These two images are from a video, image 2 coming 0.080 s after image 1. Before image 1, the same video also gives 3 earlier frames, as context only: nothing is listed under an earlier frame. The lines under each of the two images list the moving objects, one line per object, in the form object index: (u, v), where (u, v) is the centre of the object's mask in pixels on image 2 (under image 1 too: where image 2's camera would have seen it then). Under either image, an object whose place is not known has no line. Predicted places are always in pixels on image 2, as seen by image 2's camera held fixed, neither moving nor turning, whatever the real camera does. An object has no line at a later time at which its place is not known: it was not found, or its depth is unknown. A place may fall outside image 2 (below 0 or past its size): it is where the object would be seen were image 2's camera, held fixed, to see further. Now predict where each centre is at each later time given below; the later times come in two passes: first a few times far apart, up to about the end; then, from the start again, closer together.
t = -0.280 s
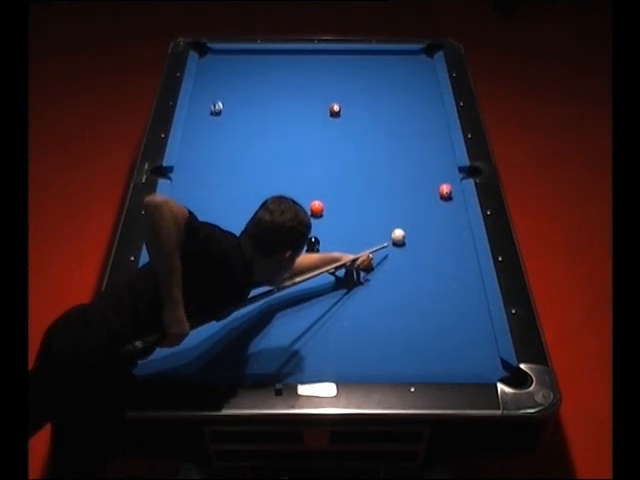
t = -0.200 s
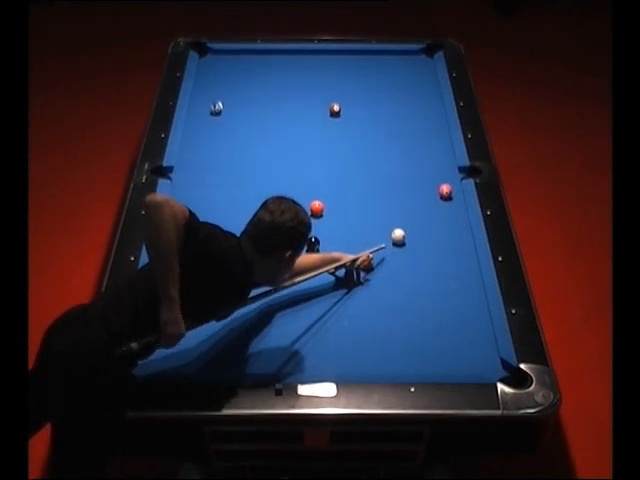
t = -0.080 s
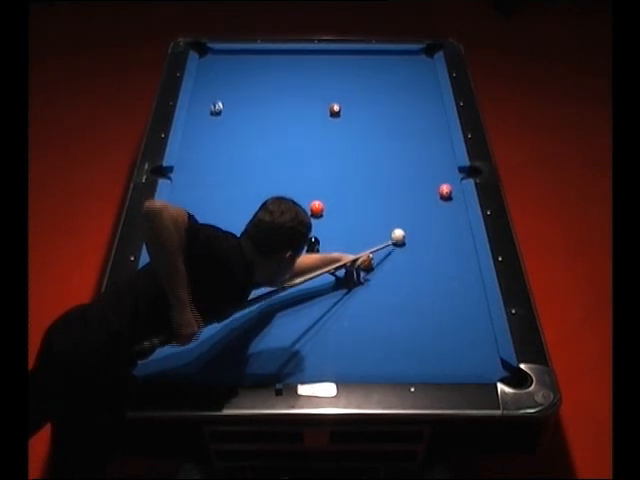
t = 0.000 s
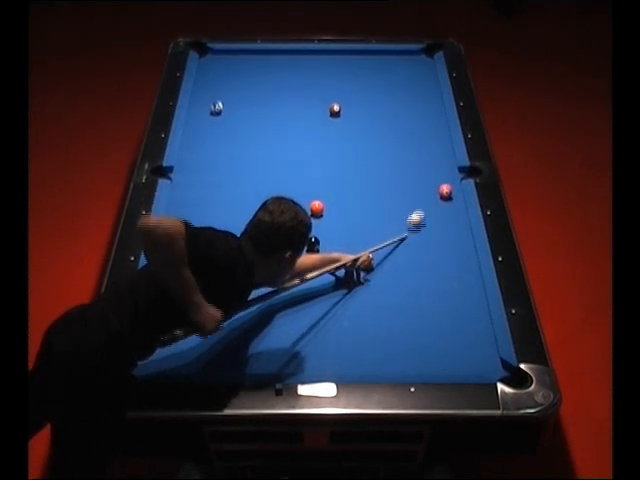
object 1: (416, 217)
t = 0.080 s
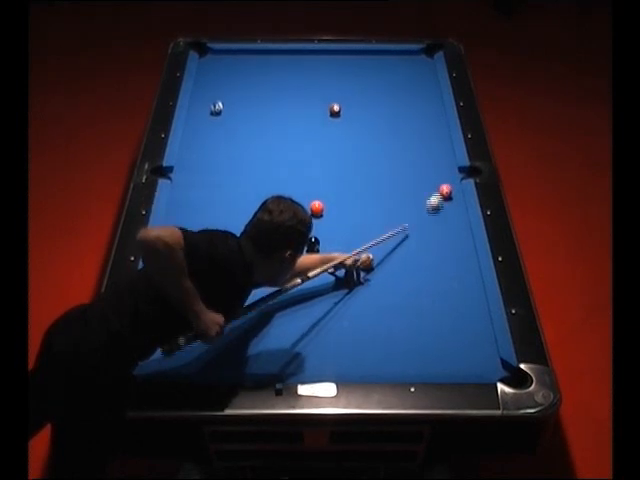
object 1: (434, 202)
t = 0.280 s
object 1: (446, 200)
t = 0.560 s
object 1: (453, 204)
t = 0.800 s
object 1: (459, 207)
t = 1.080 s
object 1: (458, 211)
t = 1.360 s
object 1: (456, 214)
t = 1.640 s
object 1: (455, 216)
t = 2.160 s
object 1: (453, 217)
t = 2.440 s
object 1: (451, 218)
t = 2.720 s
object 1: (452, 218)
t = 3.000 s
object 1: (452, 218)
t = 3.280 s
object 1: (452, 218)
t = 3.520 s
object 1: (451, 216)
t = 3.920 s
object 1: (449, 218)
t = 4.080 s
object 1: (451, 217)
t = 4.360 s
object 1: (451, 218)
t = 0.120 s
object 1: (440, 196)
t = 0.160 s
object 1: (442, 197)
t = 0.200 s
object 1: (443, 198)
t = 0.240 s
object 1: (445, 199)
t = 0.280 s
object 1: (446, 200)
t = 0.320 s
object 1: (447, 200)
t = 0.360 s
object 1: (448, 201)
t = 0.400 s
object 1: (449, 202)
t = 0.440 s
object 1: (450, 202)
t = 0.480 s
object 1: (451, 203)
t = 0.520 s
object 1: (452, 203)
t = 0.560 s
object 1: (453, 204)
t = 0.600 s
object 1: (454, 204)
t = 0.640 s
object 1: (455, 205)
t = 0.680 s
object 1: (456, 206)
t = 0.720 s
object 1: (457, 206)
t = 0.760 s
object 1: (458, 207)
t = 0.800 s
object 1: (459, 207)
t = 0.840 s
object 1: (459, 208)
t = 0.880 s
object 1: (459, 208)
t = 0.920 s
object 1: (459, 209)
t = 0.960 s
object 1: (458, 209)
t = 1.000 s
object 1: (458, 210)
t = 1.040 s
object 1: (458, 211)
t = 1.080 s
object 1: (458, 211)
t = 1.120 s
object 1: (458, 212)
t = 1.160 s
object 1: (457, 212)
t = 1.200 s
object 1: (457, 212)
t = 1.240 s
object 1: (457, 213)
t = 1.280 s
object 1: (457, 213)
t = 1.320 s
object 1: (456, 214)
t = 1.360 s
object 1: (456, 214)
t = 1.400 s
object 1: (456, 214)
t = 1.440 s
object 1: (456, 215)
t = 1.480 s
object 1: (455, 215)
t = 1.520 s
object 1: (455, 216)
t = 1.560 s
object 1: (455, 216)
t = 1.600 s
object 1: (455, 216)
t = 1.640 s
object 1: (455, 216)
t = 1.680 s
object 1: (456, 216)
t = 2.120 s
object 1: (453, 217)
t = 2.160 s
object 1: (453, 217)
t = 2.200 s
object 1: (453, 217)
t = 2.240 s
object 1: (452, 217)
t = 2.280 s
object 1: (452, 217)
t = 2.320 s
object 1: (452, 217)
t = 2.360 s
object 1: (452, 218)
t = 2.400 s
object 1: (452, 218)
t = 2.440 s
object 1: (451, 218)
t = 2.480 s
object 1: (451, 218)
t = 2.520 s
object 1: (451, 218)
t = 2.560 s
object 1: (451, 218)
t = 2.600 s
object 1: (452, 218)
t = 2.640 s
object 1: (452, 218)
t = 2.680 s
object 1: (452, 217)
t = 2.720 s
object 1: (452, 218)
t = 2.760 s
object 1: (452, 218)
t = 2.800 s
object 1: (452, 218)
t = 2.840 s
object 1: (452, 218)
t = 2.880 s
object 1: (452, 218)
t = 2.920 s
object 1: (452, 218)
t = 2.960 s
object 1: (452, 218)
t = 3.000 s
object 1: (452, 218)
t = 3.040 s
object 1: (452, 218)
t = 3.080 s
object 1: (451, 218)
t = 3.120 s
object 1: (451, 218)
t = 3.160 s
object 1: (452, 218)
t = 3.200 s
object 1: (451, 218)
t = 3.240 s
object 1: (452, 218)
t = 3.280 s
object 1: (452, 218)
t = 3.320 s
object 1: (452, 218)
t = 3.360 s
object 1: (452, 218)
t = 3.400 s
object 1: (452, 216)
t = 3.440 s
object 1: (451, 216)
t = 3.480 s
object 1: (451, 216)
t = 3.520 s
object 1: (451, 216)
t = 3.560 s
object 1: (451, 217)
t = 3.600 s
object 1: (452, 217)
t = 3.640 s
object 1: (452, 217)
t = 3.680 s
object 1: (454, 217)
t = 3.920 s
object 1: (449, 218)
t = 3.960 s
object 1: (451, 218)
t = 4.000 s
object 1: (451, 217)
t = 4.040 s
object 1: (451, 217)
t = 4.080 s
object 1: (451, 217)
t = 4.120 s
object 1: (451, 218)
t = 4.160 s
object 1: (451, 218)
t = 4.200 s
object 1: (451, 217)
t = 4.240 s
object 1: (451, 217)
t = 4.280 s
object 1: (451, 217)
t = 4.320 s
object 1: (451, 218)
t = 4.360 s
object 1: (451, 218)
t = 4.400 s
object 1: (451, 218)
